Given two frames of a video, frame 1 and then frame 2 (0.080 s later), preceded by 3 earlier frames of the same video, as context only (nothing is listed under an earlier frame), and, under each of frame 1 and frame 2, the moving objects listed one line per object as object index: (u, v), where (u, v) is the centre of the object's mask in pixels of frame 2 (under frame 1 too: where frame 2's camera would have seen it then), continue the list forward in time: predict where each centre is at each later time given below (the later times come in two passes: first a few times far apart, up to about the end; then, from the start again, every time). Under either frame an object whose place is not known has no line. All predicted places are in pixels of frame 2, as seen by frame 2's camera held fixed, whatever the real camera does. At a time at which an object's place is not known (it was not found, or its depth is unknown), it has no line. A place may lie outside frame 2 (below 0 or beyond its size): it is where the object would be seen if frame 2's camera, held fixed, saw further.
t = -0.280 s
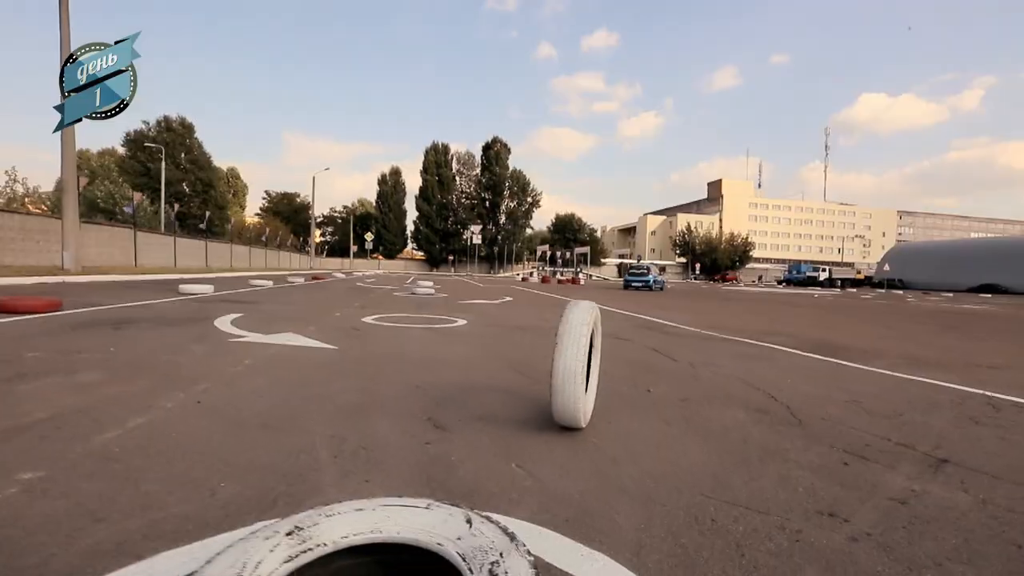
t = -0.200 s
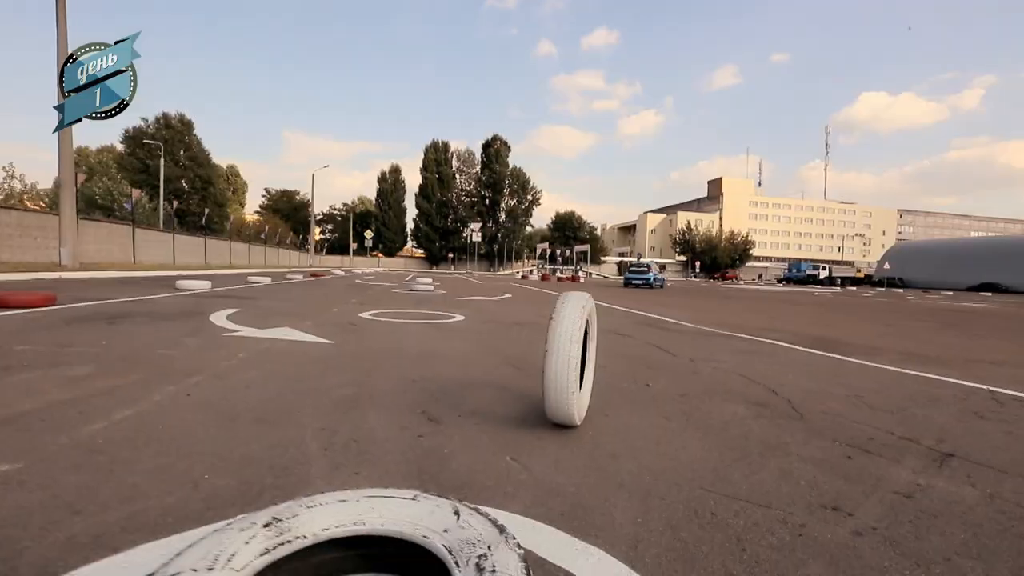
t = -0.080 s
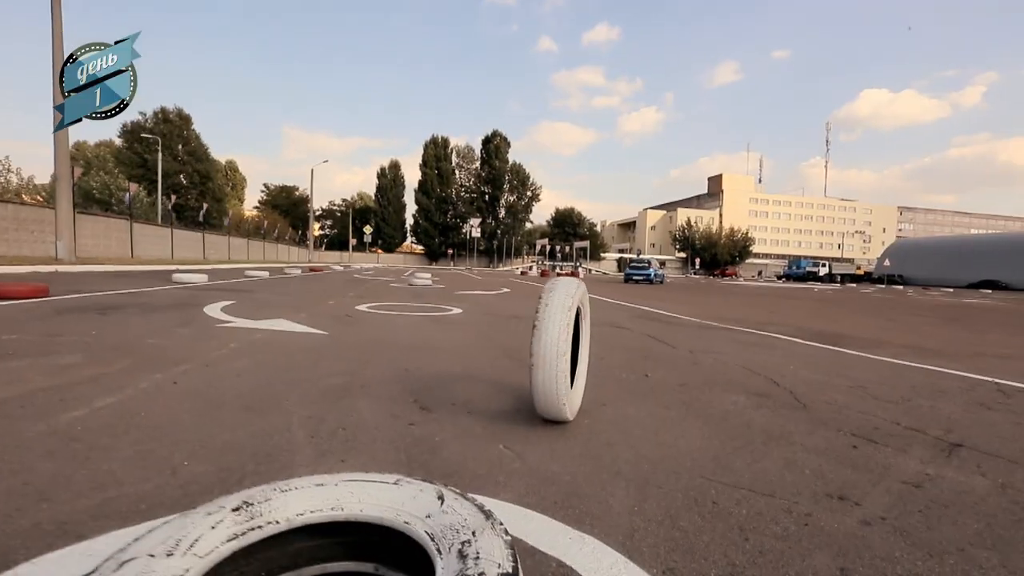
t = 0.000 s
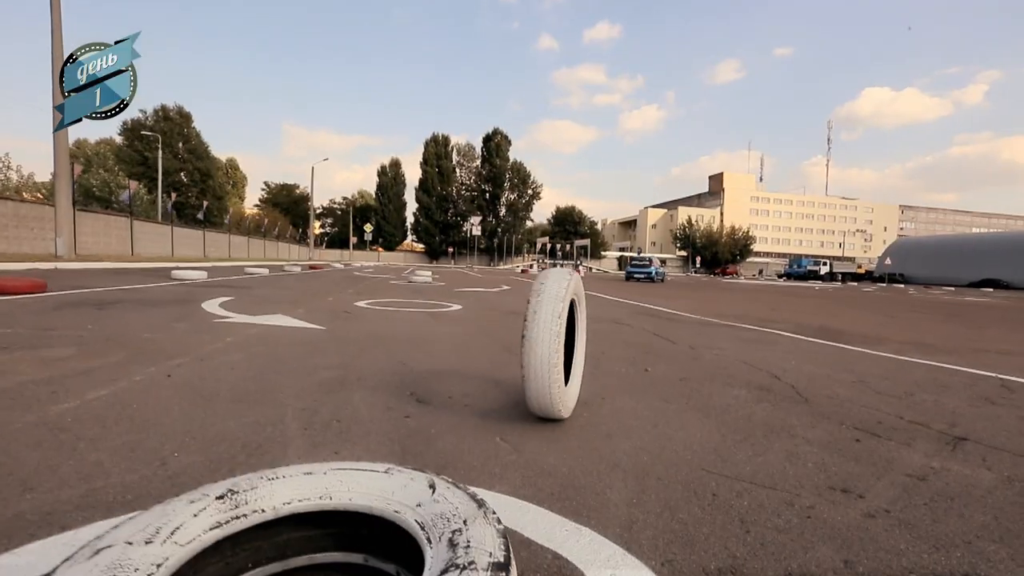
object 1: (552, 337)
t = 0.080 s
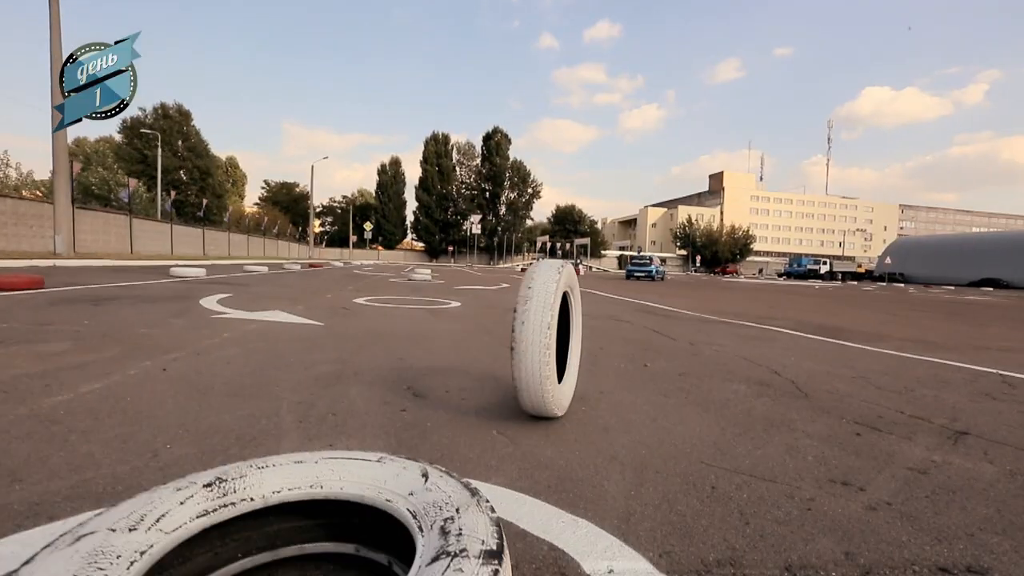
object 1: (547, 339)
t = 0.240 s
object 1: (536, 343)
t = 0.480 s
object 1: (517, 351)
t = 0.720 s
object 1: (494, 361)
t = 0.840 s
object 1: (480, 365)
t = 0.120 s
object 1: (544, 340)
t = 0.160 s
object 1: (541, 341)
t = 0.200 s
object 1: (538, 342)
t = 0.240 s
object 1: (536, 343)
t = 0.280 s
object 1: (533, 345)
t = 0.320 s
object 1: (530, 346)
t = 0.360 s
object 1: (527, 347)
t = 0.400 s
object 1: (524, 348)
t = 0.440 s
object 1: (521, 349)
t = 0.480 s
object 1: (517, 351)
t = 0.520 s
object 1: (514, 352)
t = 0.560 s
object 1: (510, 354)
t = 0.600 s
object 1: (506, 356)
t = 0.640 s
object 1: (503, 358)
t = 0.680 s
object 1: (498, 359)
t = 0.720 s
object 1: (494, 361)
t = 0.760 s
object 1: (489, 363)
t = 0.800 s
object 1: (485, 364)
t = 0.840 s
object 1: (480, 365)
